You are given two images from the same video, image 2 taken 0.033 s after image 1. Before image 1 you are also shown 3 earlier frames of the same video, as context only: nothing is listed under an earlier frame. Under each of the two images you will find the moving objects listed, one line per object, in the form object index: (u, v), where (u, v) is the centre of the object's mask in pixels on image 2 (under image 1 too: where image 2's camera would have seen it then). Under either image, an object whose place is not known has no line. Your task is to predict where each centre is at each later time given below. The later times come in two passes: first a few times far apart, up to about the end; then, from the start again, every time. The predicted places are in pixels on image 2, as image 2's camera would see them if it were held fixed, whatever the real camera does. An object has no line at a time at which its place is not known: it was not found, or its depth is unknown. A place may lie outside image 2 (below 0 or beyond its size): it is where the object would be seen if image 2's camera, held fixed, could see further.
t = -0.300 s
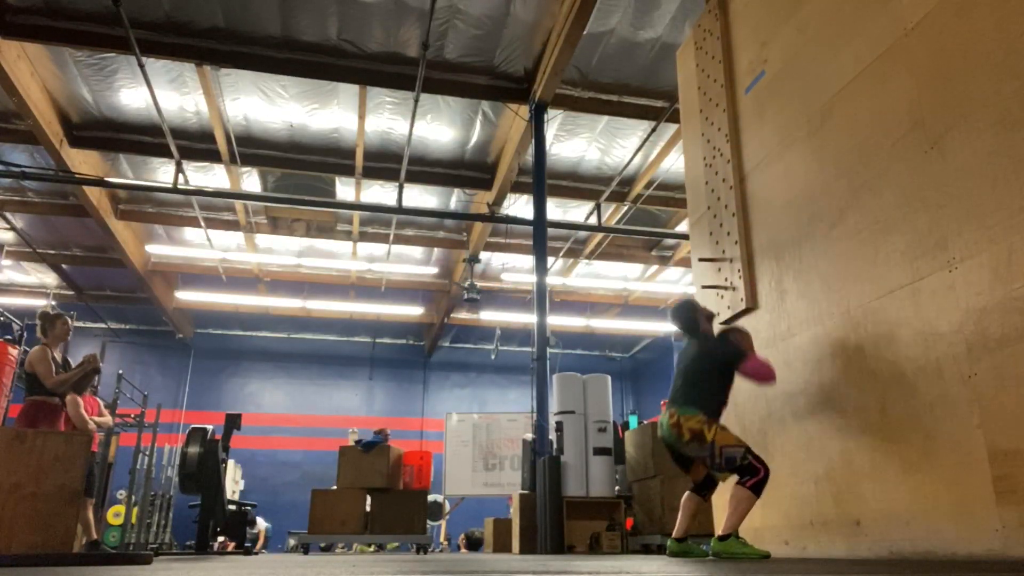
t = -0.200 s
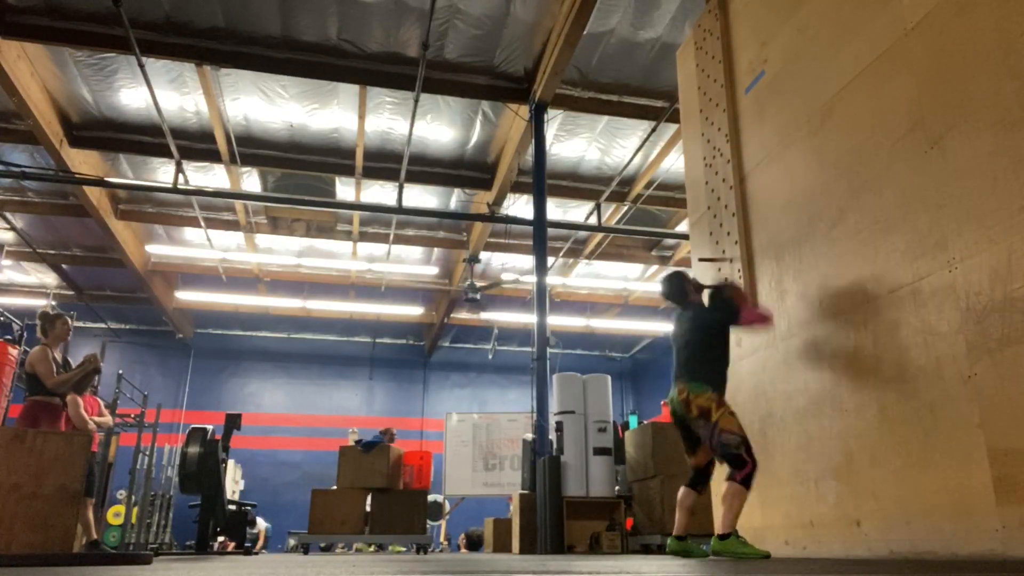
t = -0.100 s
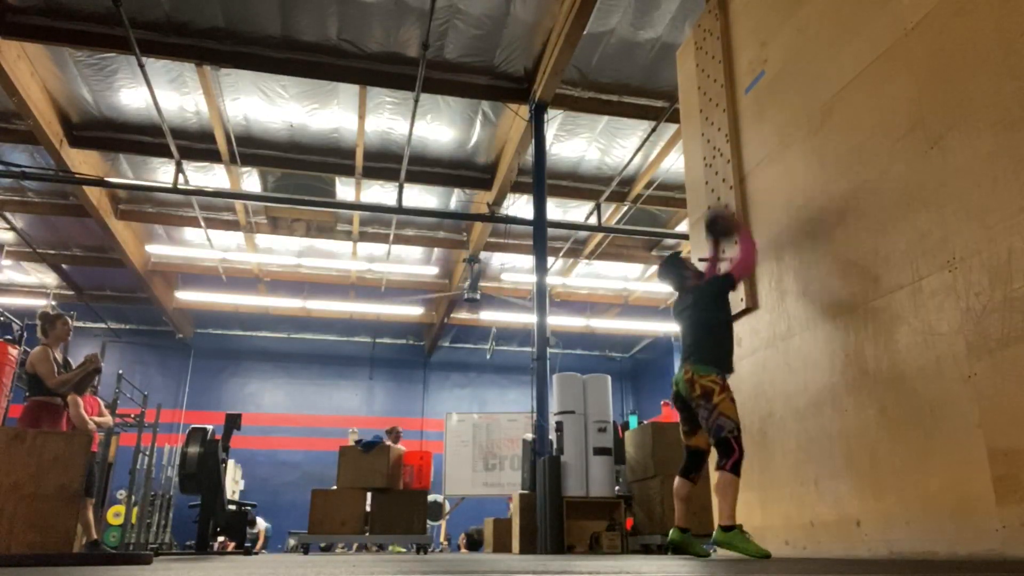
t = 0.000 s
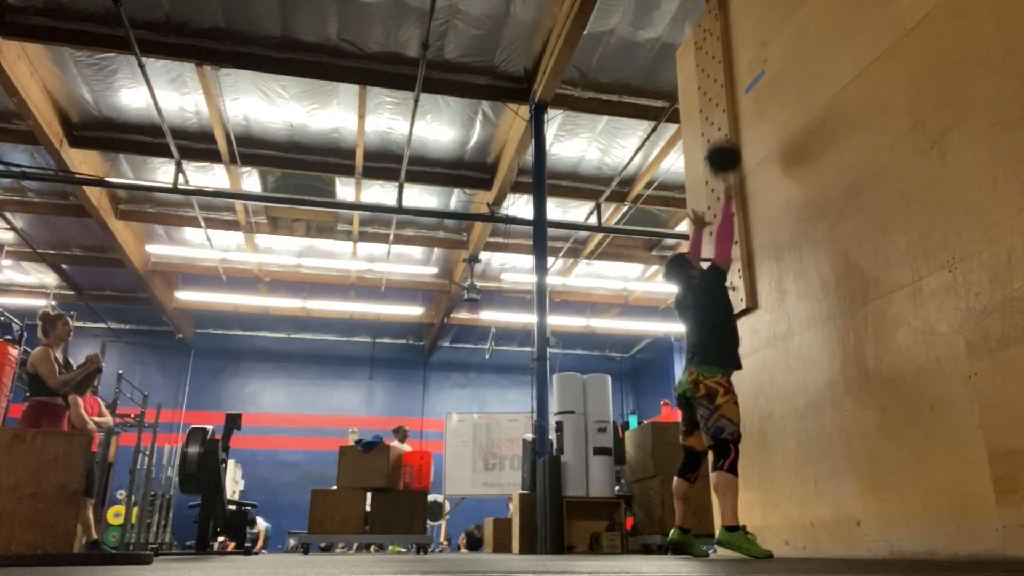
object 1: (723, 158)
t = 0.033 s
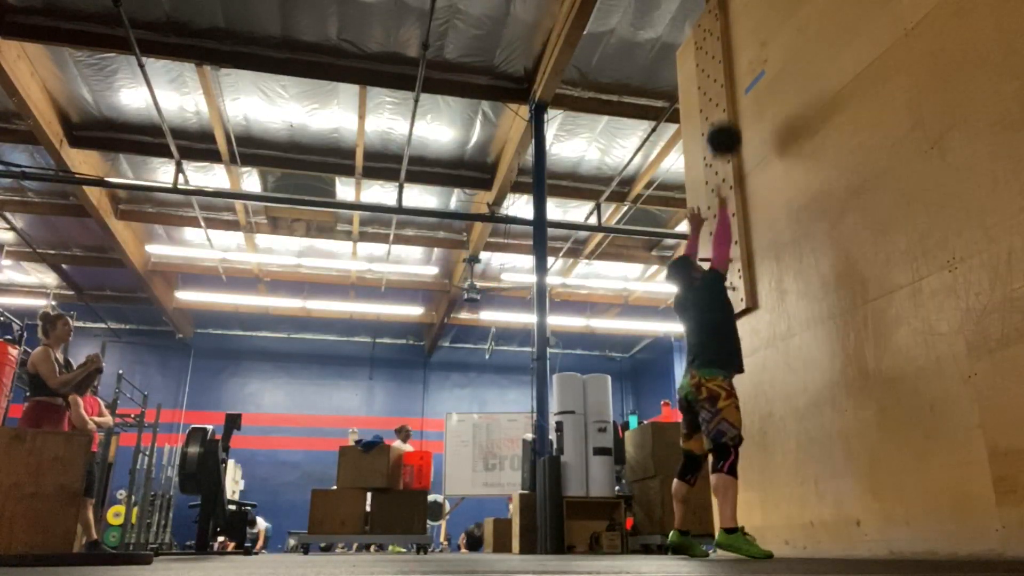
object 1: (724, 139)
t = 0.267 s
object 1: (734, 57)
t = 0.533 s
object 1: (732, 52)
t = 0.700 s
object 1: (730, 94)
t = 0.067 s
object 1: (726, 123)
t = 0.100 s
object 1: (726, 108)
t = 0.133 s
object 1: (728, 95)
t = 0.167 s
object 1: (729, 83)
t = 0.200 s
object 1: (730, 73)
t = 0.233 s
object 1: (732, 64)
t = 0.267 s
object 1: (734, 57)
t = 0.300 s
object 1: (736, 51)
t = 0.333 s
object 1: (738, 47)
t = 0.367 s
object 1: (739, 45)
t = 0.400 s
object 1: (737, 44)
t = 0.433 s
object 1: (736, 44)
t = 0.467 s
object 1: (734, 45)
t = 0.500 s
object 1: (733, 48)
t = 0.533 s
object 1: (732, 52)
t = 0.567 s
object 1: (732, 58)
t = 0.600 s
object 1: (731, 65)
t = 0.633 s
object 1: (731, 73)
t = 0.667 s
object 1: (730, 82)
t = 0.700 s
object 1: (730, 94)
